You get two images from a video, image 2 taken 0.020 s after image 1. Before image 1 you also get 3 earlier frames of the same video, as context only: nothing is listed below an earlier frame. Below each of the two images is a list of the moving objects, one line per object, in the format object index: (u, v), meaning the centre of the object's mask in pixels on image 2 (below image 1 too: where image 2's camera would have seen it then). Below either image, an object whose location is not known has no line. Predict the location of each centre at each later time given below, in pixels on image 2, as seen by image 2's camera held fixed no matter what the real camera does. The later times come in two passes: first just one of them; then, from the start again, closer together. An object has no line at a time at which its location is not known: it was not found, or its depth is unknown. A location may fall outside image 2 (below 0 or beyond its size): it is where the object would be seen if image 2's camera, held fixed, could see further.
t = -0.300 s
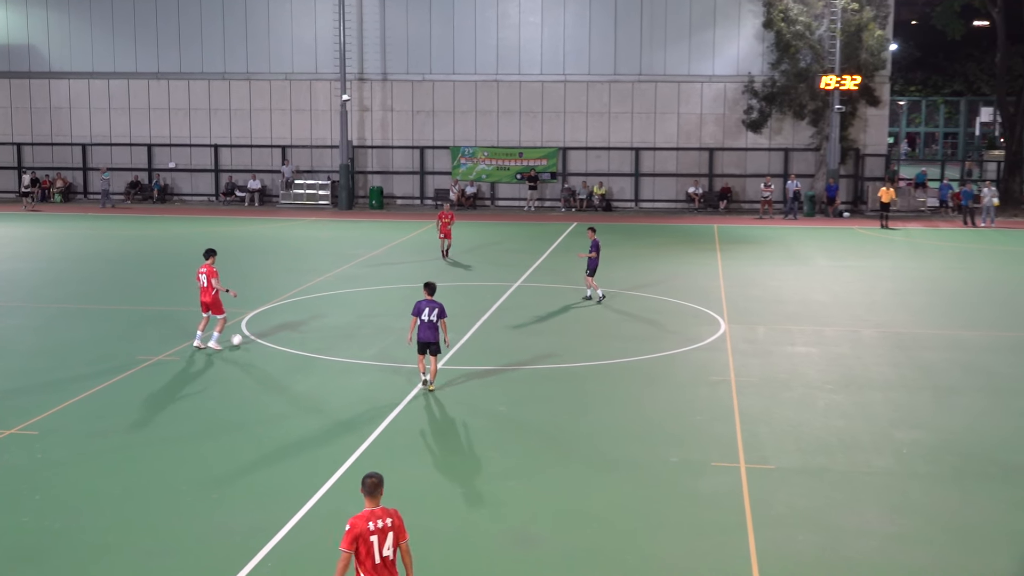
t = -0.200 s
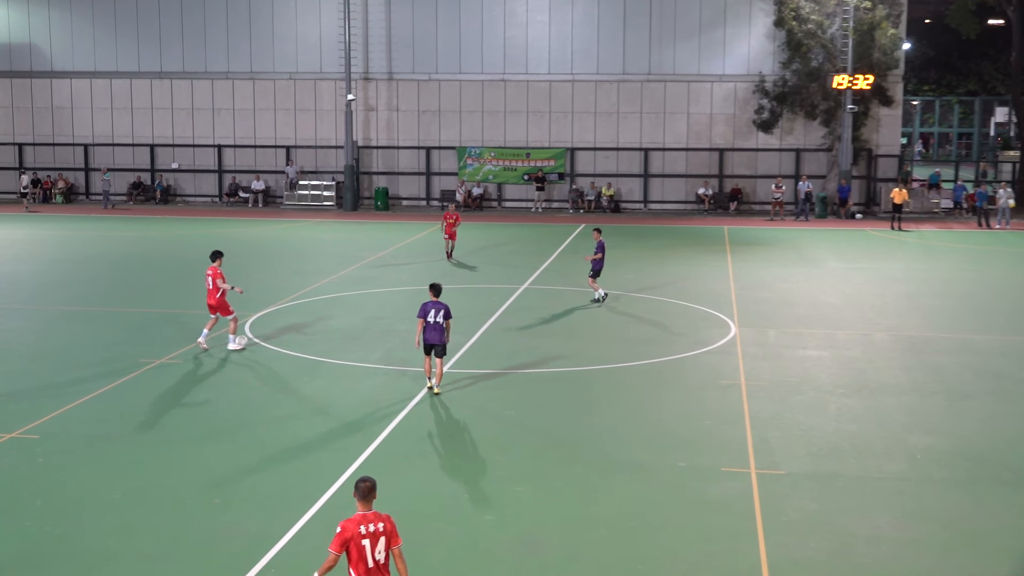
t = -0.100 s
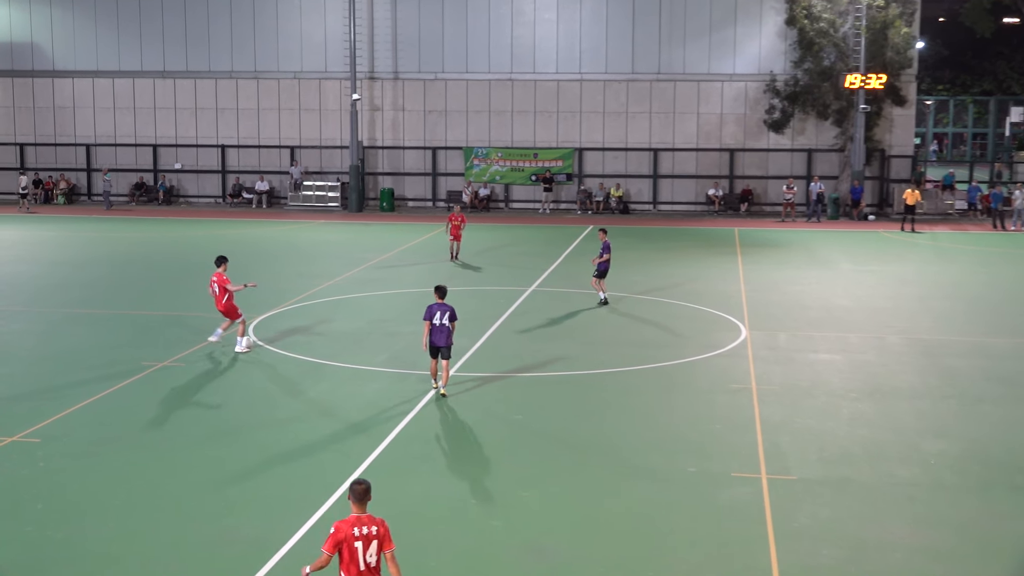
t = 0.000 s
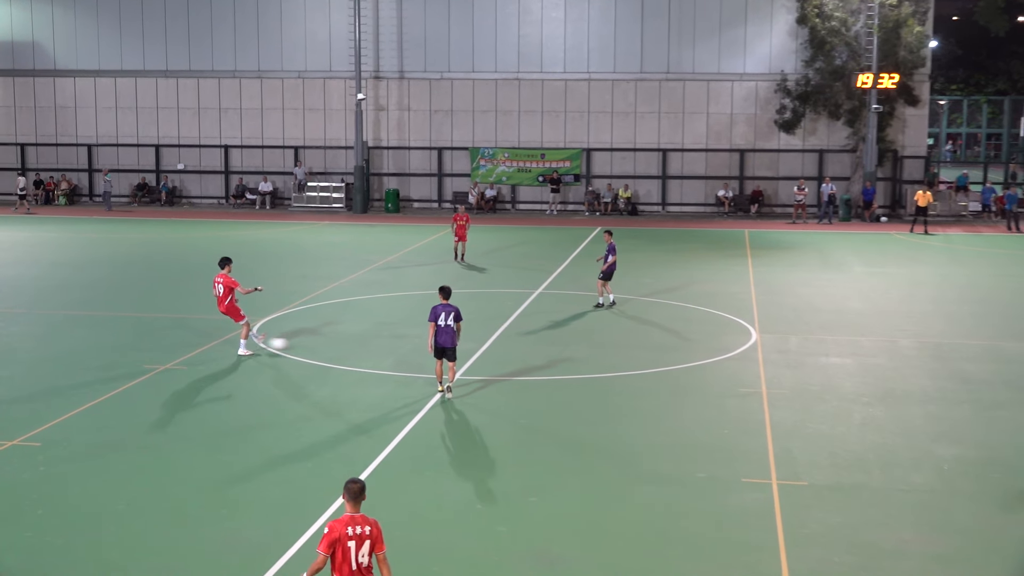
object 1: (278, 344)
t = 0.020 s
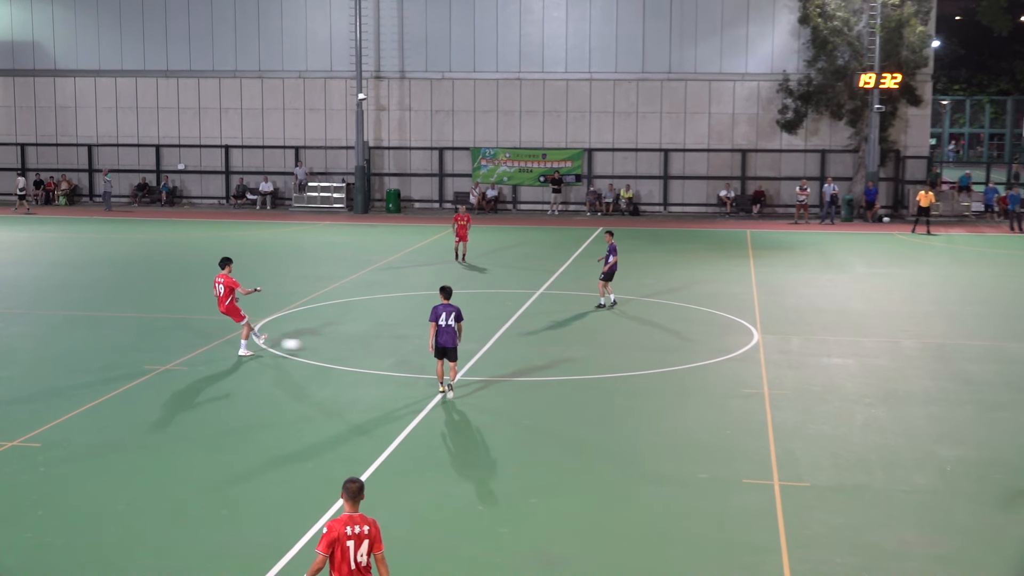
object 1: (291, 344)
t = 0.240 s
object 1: (423, 349)
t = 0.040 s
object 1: (304, 345)
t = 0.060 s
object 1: (317, 346)
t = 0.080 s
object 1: (330, 346)
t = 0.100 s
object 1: (343, 348)
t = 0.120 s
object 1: (356, 349)
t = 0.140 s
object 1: (368, 350)
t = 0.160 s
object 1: (379, 349)
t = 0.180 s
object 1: (390, 349)
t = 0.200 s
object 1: (402, 349)
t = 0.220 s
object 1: (413, 349)
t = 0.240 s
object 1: (423, 349)
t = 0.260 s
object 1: (430, 351)
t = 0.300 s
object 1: (460, 353)
